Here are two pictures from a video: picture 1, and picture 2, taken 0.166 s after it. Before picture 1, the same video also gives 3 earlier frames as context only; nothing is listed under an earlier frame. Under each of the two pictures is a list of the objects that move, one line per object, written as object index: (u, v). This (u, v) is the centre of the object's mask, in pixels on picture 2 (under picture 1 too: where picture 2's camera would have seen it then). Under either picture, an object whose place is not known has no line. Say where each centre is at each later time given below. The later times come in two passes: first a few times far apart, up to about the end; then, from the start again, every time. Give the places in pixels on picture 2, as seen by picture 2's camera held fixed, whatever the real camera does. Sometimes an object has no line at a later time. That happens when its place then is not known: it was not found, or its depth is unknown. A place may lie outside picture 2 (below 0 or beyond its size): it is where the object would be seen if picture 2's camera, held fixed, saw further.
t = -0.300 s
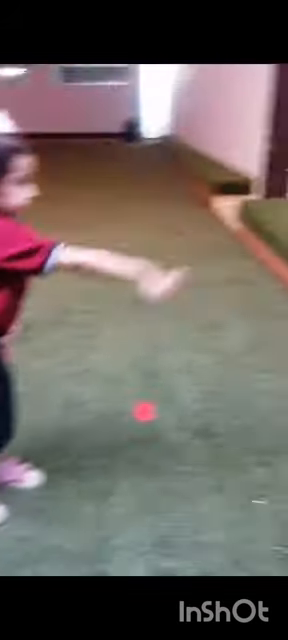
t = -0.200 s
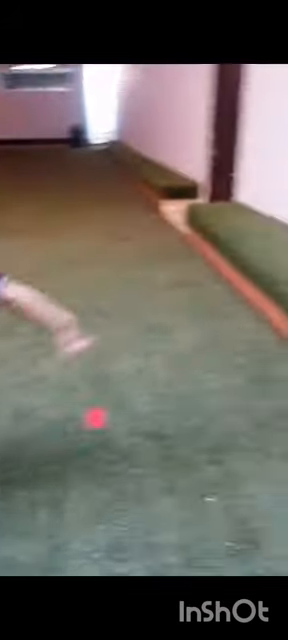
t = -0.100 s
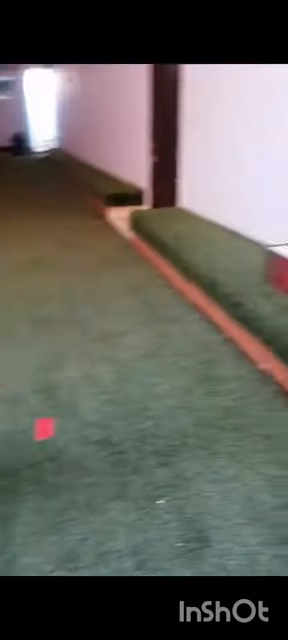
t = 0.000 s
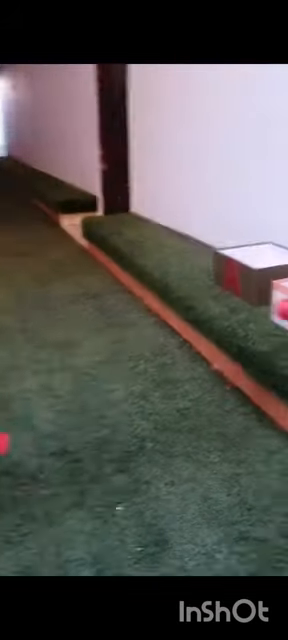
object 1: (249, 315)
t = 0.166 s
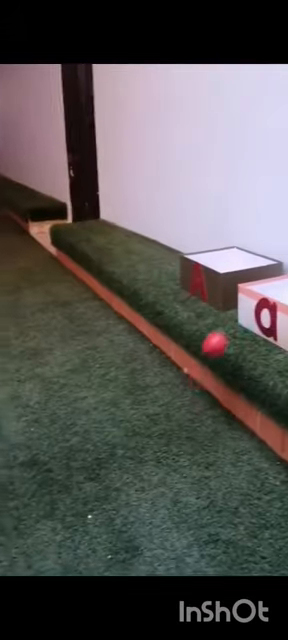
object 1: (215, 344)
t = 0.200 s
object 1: (208, 359)
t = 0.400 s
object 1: (180, 417)
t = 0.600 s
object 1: (176, 419)
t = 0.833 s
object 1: (177, 426)
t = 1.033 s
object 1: (179, 426)
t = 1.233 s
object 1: (179, 426)
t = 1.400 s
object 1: (179, 426)
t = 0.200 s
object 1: (208, 359)
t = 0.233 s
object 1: (201, 378)
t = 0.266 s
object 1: (194, 399)
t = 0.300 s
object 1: (187, 426)
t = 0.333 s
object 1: (183, 440)
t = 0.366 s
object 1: (181, 428)
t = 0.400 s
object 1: (180, 417)
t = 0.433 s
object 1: (180, 410)
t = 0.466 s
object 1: (178, 406)
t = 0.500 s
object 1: (178, 405)
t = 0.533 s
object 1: (177, 406)
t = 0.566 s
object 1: (176, 411)
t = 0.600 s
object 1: (176, 419)
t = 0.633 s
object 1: (176, 428)
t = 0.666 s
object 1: (176, 426)
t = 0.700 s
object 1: (175, 423)
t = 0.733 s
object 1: (176, 422)
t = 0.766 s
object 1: (176, 423)
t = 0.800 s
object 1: (175, 426)
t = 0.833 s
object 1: (177, 426)
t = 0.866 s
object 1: (177, 425)
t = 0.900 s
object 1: (178, 425)
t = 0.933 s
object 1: (178, 425)
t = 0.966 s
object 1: (179, 426)
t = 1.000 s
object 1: (179, 426)
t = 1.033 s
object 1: (179, 426)
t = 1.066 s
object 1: (179, 426)
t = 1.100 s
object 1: (179, 426)
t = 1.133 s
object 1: (179, 426)
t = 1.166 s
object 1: (178, 426)
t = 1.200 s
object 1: (179, 426)
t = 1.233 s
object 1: (179, 426)
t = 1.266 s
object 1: (179, 426)
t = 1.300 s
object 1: (179, 426)
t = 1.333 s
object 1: (179, 426)
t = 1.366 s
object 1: (179, 426)
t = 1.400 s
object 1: (179, 426)
